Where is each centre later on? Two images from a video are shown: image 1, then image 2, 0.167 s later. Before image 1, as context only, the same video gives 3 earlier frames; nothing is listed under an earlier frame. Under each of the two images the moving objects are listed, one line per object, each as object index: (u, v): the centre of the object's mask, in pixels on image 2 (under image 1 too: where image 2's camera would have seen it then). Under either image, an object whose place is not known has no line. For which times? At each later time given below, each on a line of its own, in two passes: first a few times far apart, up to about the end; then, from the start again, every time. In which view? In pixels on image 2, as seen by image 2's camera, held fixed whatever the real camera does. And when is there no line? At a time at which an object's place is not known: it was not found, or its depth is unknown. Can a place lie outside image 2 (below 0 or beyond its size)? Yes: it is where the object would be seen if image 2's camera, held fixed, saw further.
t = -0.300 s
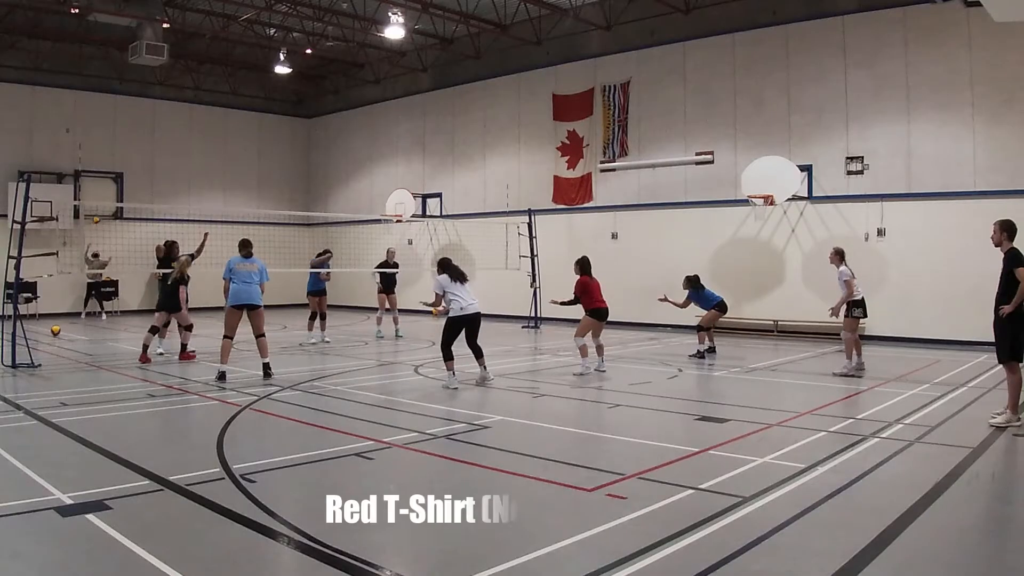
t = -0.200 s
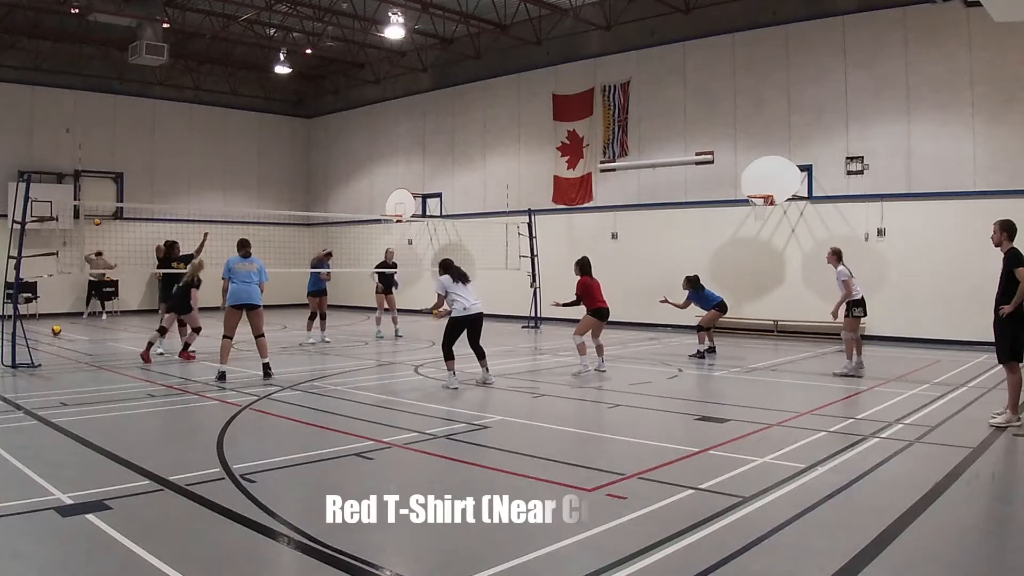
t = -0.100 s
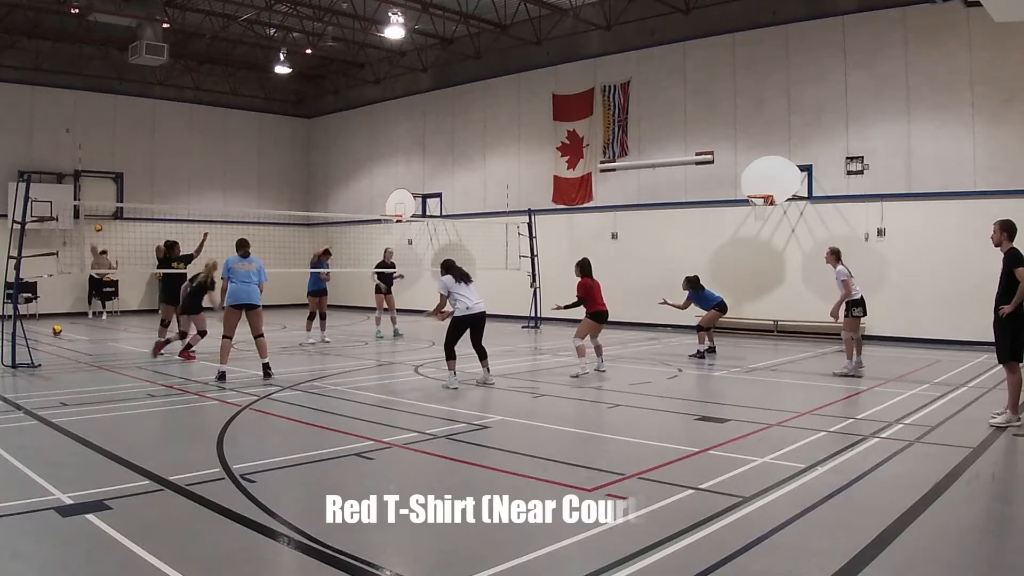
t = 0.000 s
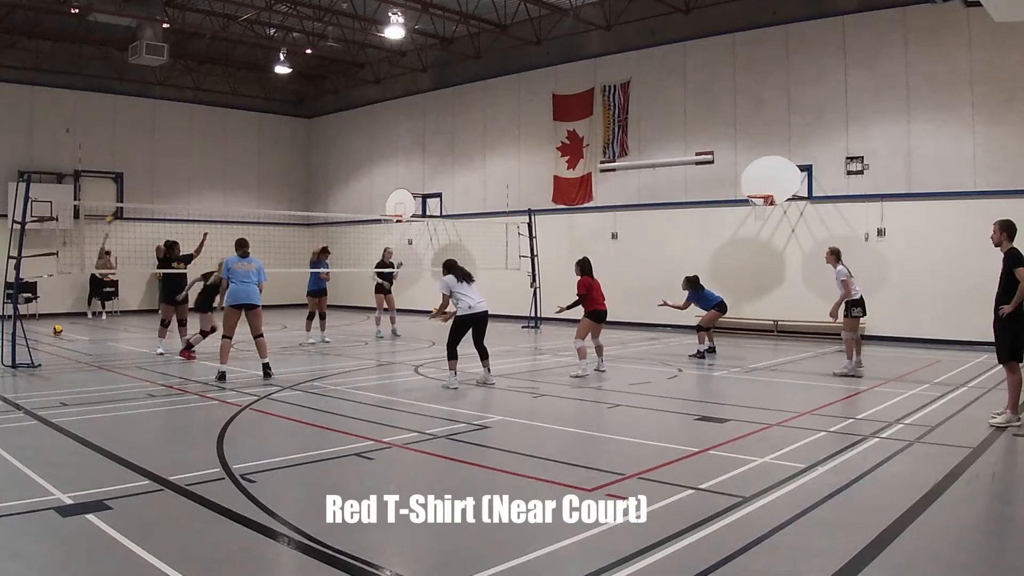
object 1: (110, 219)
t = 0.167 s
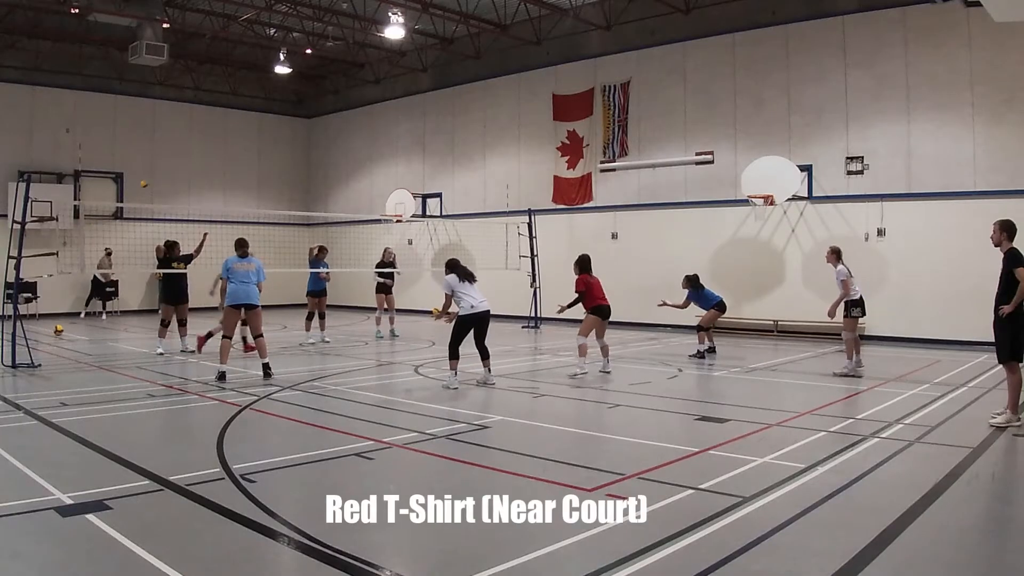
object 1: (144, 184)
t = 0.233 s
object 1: (159, 172)
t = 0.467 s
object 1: (226, 144)
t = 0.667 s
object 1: (297, 138)
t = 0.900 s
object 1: (395, 160)
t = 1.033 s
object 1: (458, 186)
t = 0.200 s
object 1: (151, 178)
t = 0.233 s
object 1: (159, 172)
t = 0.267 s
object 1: (168, 166)
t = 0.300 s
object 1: (177, 162)
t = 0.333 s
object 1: (186, 157)
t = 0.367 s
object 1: (196, 153)
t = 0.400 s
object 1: (206, 149)
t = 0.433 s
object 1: (215, 146)
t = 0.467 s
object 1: (226, 144)
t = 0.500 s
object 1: (237, 141)
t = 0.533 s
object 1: (249, 140)
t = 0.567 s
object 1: (260, 138)
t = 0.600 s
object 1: (271, 138)
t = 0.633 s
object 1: (284, 138)
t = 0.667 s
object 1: (297, 138)
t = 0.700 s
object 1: (310, 139)
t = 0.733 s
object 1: (323, 141)
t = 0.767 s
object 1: (338, 142)
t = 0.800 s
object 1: (352, 146)
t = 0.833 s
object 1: (365, 150)
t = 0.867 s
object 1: (381, 154)
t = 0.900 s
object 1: (395, 160)
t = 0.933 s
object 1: (410, 165)
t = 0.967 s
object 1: (425, 171)
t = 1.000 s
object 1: (442, 179)
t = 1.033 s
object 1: (458, 186)
